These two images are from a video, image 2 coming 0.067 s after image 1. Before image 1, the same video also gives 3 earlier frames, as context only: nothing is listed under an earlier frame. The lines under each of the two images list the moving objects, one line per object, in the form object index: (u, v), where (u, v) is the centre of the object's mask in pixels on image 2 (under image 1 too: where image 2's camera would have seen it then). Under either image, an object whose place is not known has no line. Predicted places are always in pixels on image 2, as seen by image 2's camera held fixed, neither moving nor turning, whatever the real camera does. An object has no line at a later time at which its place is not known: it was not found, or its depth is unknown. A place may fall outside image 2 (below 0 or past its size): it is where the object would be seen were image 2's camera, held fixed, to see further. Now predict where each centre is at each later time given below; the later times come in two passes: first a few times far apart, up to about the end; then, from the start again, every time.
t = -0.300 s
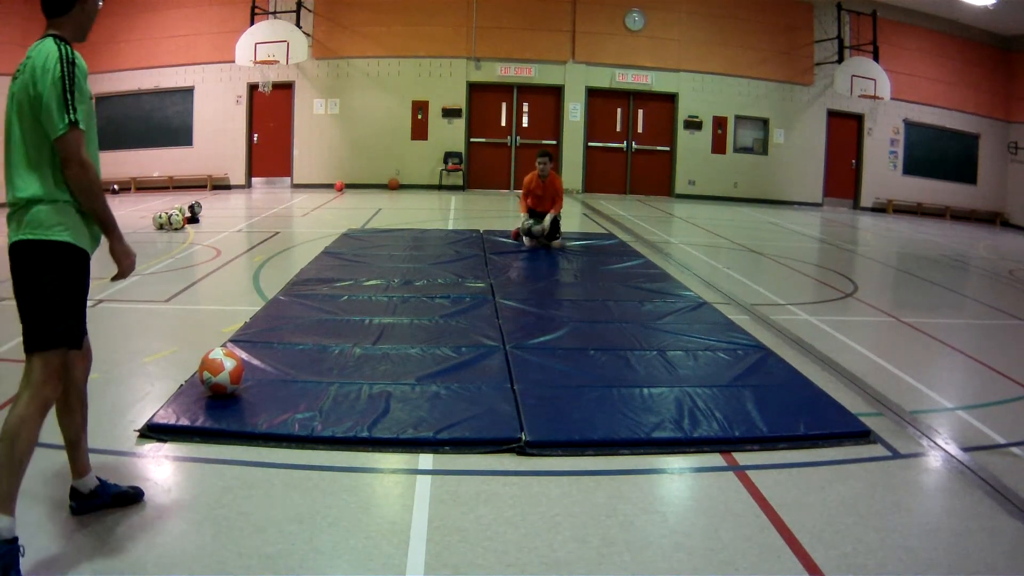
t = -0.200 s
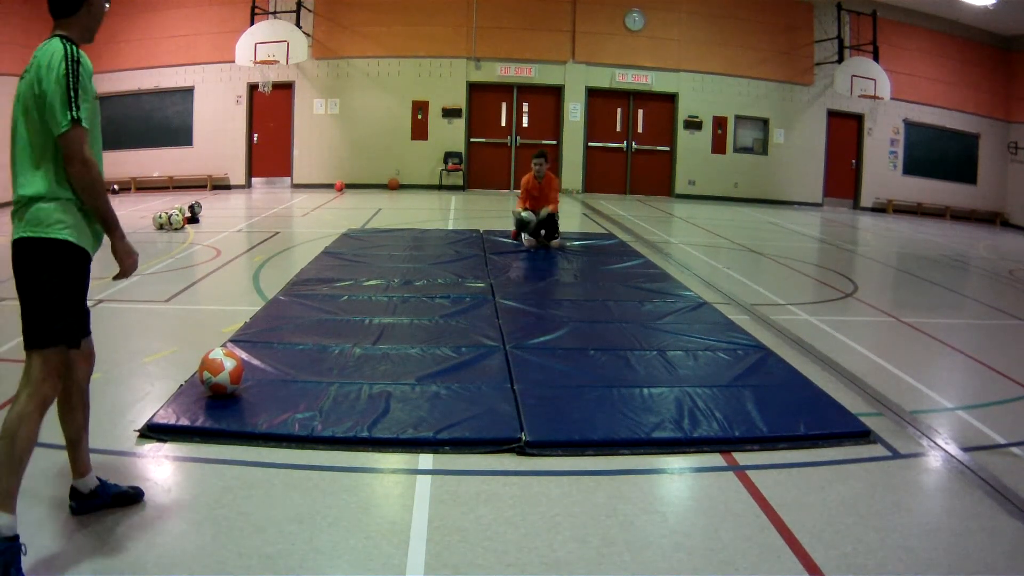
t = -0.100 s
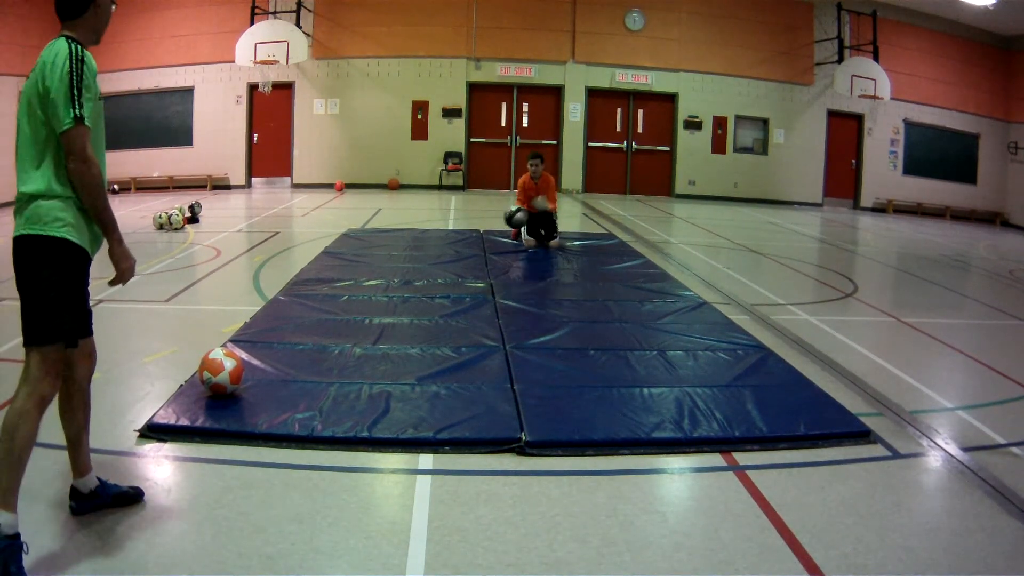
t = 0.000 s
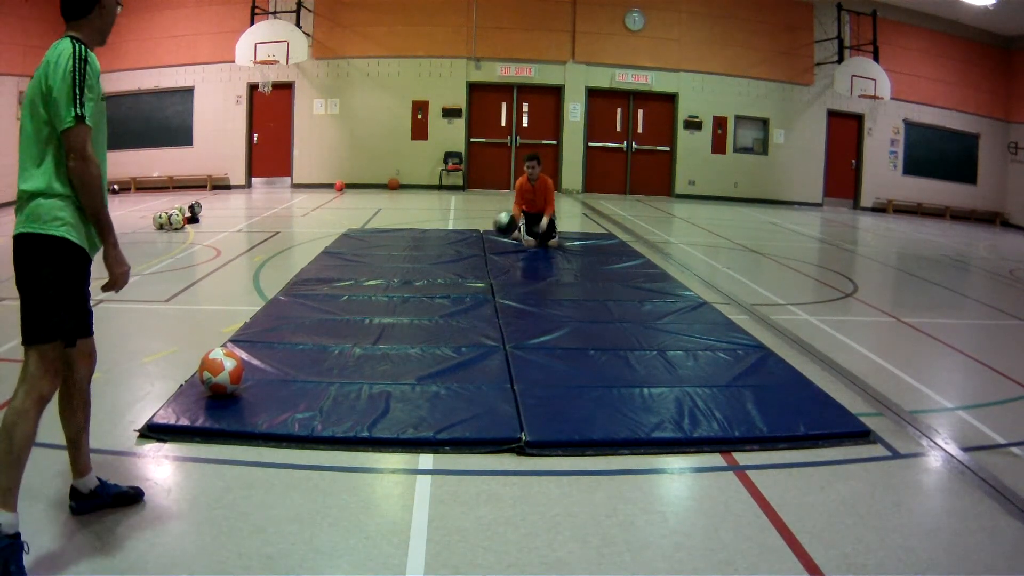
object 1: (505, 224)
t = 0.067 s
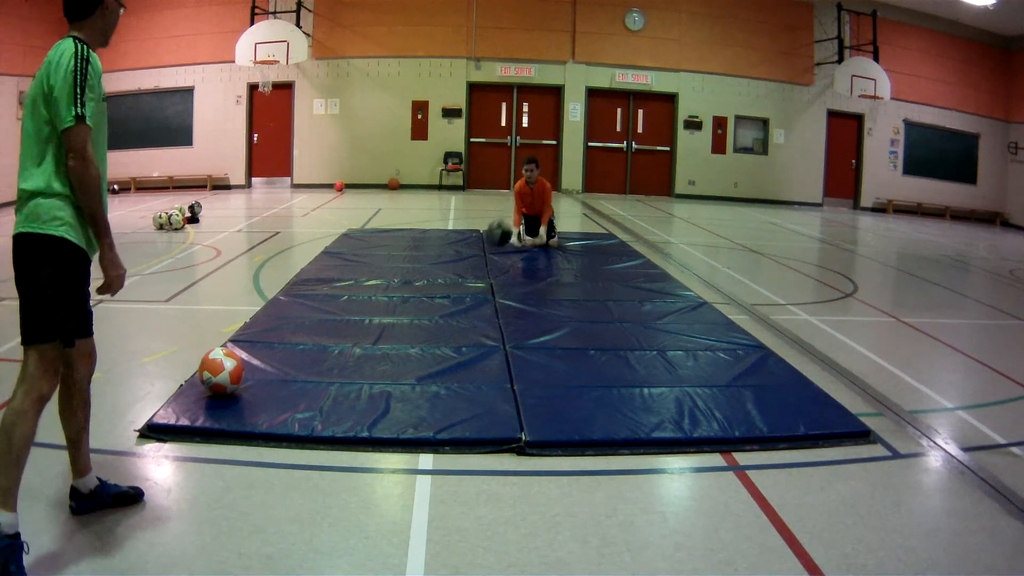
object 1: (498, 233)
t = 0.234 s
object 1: (476, 274)
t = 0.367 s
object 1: (463, 277)
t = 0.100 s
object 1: (493, 241)
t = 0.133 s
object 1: (489, 249)
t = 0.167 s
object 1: (485, 260)
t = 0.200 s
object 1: (480, 272)
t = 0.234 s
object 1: (476, 274)
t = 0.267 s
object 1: (473, 272)
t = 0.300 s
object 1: (470, 272)
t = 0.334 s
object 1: (466, 274)
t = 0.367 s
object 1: (463, 277)
